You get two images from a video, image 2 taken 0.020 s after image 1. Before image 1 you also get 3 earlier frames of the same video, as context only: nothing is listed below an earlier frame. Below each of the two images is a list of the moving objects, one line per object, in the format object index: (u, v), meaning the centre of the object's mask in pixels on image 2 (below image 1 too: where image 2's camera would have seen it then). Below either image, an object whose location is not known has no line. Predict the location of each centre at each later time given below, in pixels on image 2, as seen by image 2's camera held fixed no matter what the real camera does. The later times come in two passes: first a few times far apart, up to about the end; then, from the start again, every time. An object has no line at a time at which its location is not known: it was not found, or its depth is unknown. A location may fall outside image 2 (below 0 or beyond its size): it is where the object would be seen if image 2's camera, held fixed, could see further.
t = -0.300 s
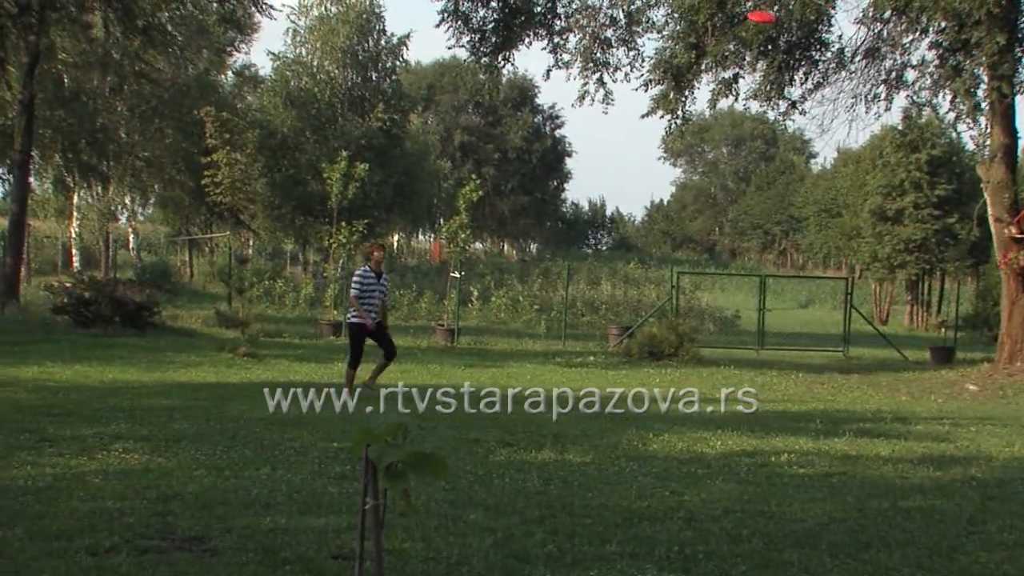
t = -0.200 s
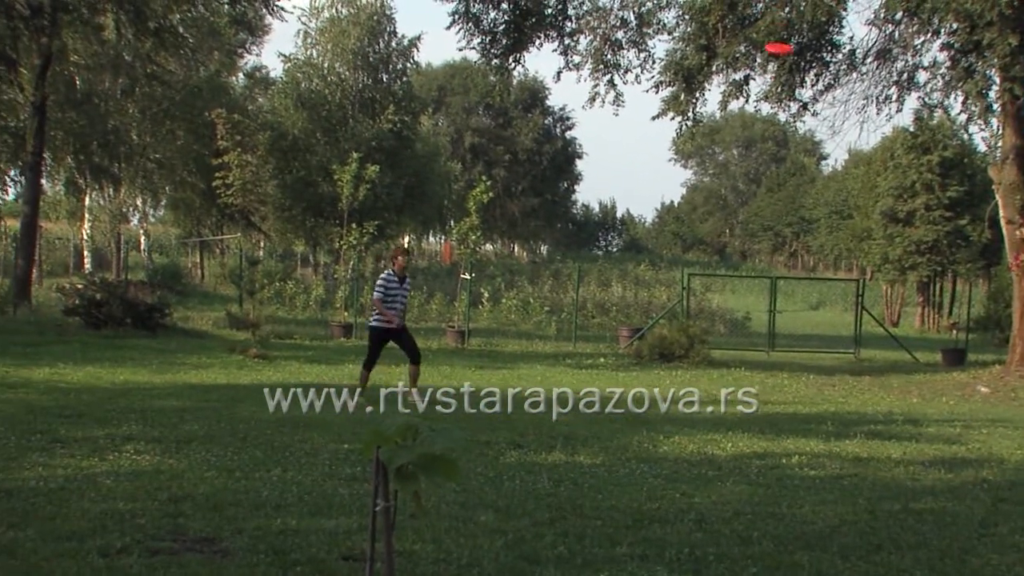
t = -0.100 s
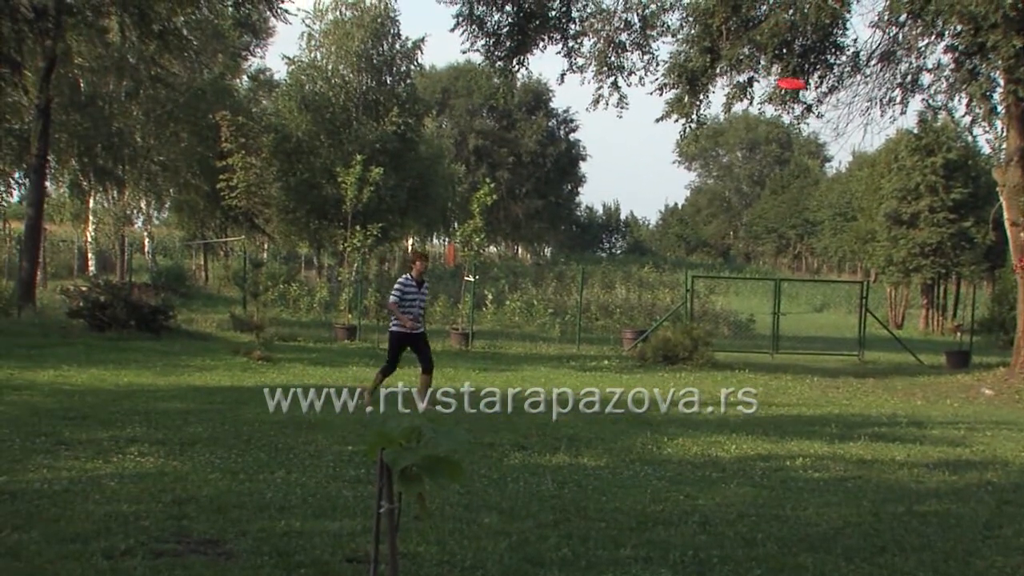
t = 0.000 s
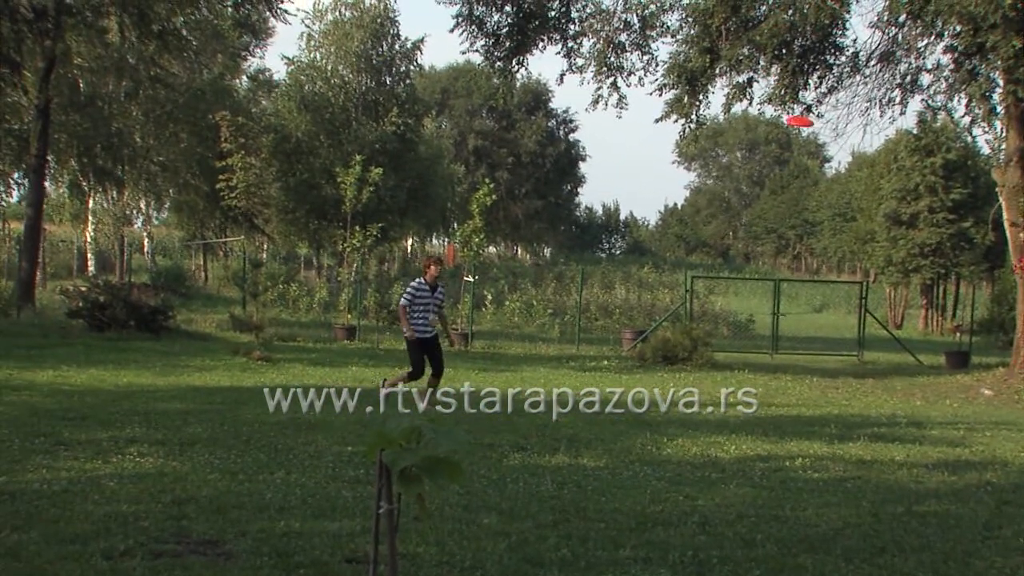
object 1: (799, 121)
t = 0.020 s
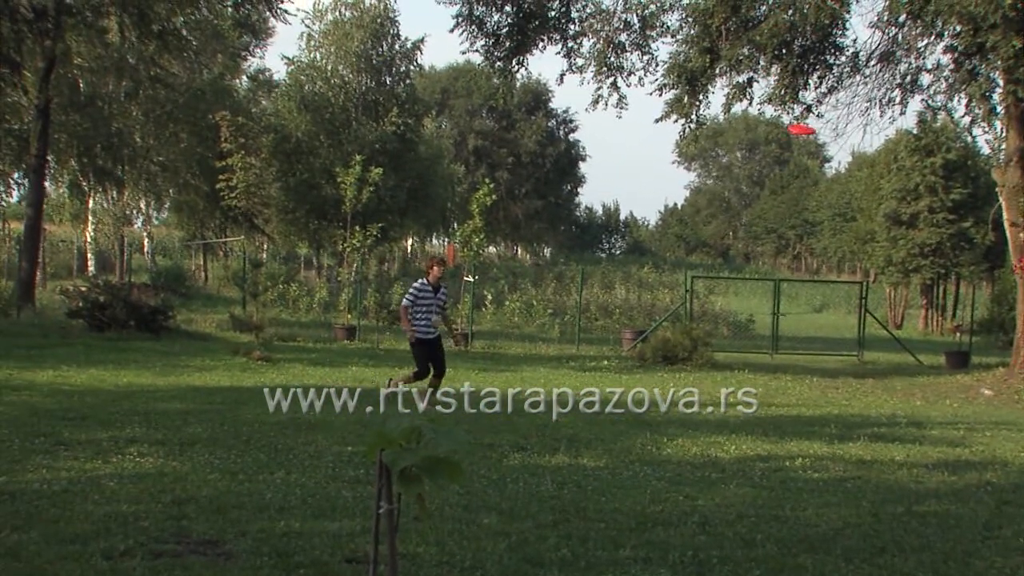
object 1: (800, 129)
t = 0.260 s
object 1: (825, 236)
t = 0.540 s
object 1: (875, 383)
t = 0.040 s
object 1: (803, 137)
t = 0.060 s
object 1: (805, 146)
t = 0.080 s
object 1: (807, 153)
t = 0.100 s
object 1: (809, 163)
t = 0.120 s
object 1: (811, 171)
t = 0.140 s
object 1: (814, 181)
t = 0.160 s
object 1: (815, 189)
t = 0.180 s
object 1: (816, 199)
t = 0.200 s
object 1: (818, 208)
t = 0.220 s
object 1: (820, 217)
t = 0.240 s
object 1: (823, 226)
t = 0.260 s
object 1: (825, 236)
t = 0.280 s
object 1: (826, 245)
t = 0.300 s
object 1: (829, 255)
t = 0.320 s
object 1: (833, 265)
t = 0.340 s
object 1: (836, 273)
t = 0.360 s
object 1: (839, 284)
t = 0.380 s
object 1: (843, 294)
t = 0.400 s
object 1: (847, 305)
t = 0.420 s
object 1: (851, 316)
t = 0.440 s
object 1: (854, 327)
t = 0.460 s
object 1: (858, 338)
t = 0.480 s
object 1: (862, 349)
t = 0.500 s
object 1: (867, 360)
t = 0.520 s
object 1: (870, 371)
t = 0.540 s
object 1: (875, 383)
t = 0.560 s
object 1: (878, 394)
